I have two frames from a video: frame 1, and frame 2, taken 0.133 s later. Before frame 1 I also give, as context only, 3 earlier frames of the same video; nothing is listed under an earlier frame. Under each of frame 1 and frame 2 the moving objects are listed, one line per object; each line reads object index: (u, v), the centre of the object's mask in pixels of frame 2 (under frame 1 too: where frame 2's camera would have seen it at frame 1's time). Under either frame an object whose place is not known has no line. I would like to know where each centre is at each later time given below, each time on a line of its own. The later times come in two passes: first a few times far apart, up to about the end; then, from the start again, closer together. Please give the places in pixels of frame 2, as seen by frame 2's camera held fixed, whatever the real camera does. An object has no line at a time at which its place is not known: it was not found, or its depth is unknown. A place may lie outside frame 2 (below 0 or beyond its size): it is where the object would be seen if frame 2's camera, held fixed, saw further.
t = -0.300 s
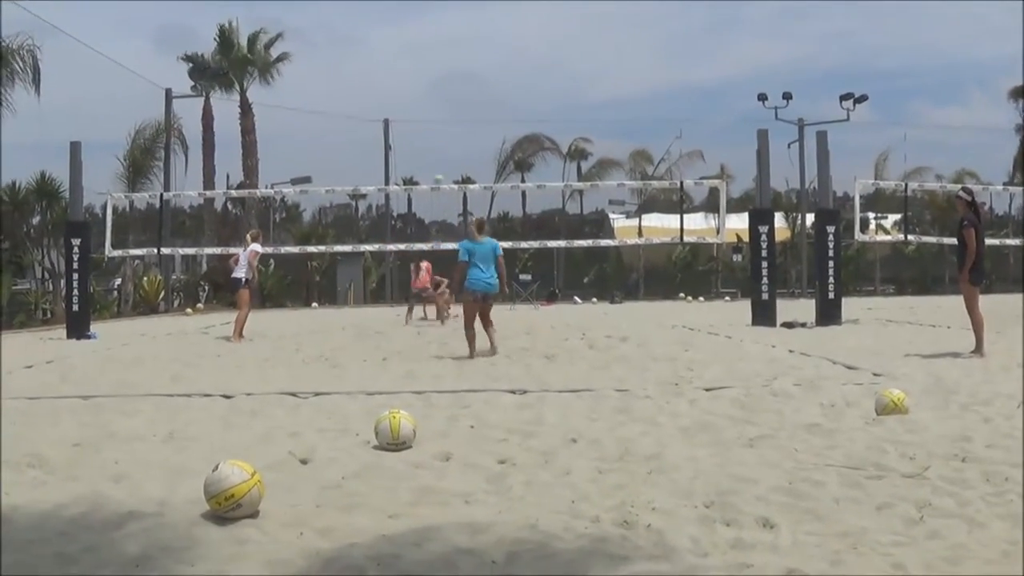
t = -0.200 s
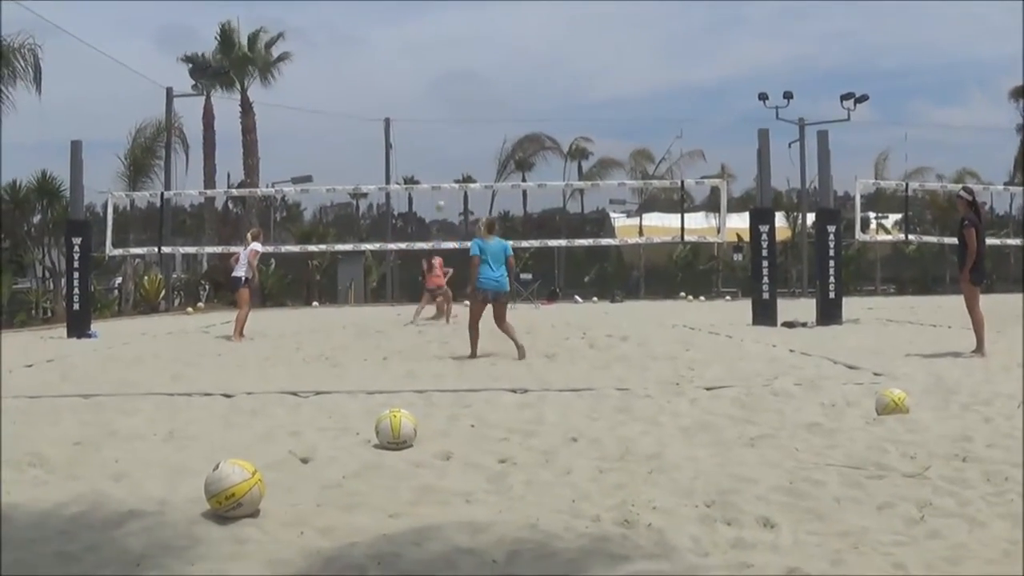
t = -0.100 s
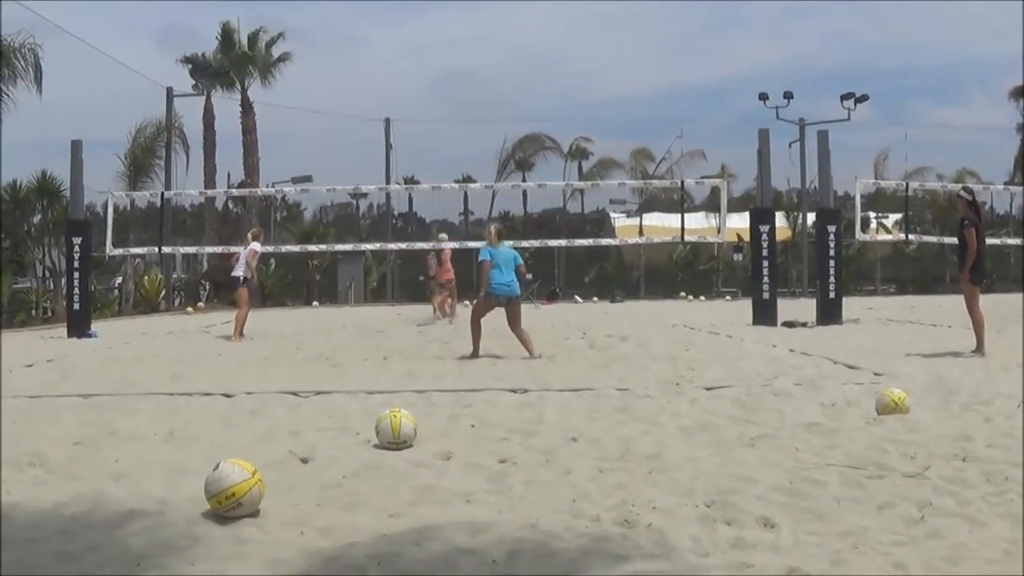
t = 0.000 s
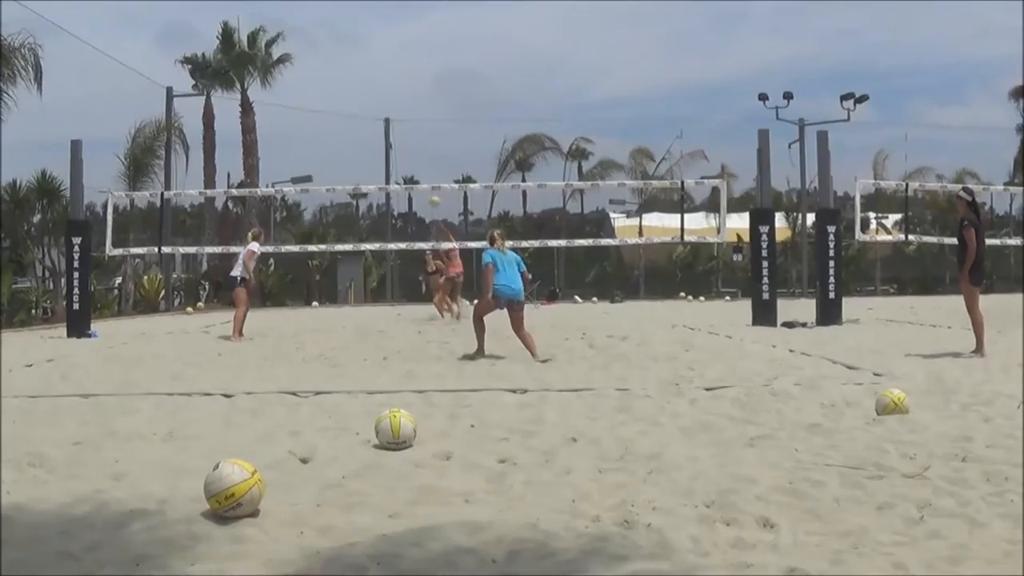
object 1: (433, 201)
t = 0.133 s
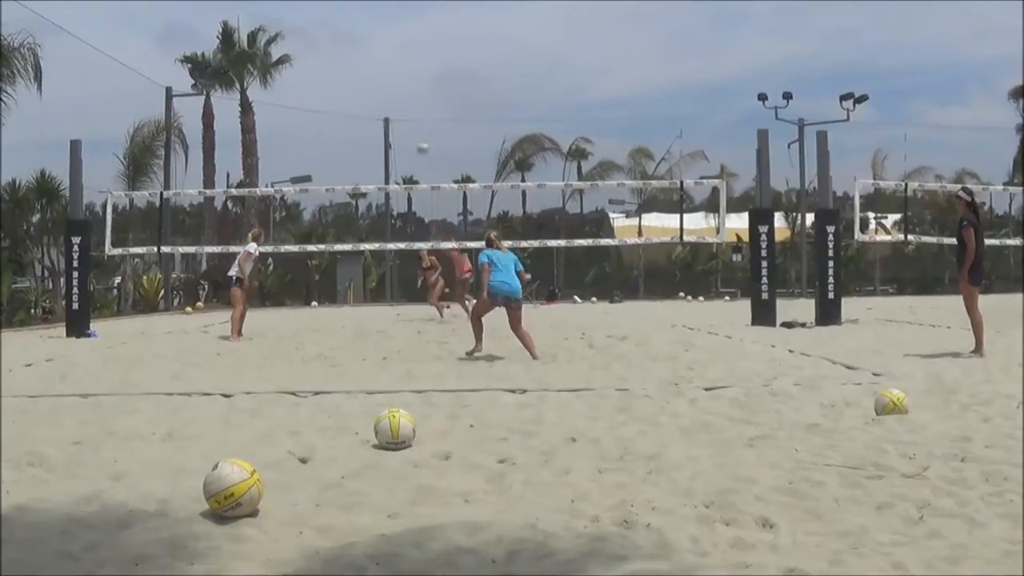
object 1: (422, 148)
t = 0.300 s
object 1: (408, 94)
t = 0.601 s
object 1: (384, 36)
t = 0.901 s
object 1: (362, 27)
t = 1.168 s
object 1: (343, 71)
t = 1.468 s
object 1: (323, 197)
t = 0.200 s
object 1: (416, 125)
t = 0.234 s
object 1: (414, 115)
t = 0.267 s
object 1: (411, 106)
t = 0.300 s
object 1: (408, 94)
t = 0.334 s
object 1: (405, 86)
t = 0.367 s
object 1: (403, 77)
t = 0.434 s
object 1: (398, 63)
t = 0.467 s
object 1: (395, 56)
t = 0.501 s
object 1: (392, 50)
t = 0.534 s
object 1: (390, 44)
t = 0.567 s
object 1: (387, 39)
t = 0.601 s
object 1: (384, 36)
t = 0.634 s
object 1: (382, 32)
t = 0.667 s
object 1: (379, 29)
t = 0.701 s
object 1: (377, 27)
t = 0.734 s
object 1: (374, 24)
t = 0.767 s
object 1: (372, 24)
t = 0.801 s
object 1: (369, 24)
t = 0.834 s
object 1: (366, 24)
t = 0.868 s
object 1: (364, 25)
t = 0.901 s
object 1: (362, 27)
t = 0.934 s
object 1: (359, 30)
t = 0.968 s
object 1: (357, 34)
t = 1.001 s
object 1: (354, 37)
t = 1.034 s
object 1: (352, 42)
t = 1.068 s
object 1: (349, 49)
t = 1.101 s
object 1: (347, 55)
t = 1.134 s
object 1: (345, 63)
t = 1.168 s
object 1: (343, 71)
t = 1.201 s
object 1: (340, 82)
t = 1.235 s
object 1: (338, 92)
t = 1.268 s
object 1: (336, 104)
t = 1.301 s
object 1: (334, 116)
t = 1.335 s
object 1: (332, 130)
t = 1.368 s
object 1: (330, 145)
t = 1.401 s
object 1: (328, 161)
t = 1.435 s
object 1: (327, 178)
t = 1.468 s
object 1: (323, 197)
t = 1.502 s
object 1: (323, 215)
